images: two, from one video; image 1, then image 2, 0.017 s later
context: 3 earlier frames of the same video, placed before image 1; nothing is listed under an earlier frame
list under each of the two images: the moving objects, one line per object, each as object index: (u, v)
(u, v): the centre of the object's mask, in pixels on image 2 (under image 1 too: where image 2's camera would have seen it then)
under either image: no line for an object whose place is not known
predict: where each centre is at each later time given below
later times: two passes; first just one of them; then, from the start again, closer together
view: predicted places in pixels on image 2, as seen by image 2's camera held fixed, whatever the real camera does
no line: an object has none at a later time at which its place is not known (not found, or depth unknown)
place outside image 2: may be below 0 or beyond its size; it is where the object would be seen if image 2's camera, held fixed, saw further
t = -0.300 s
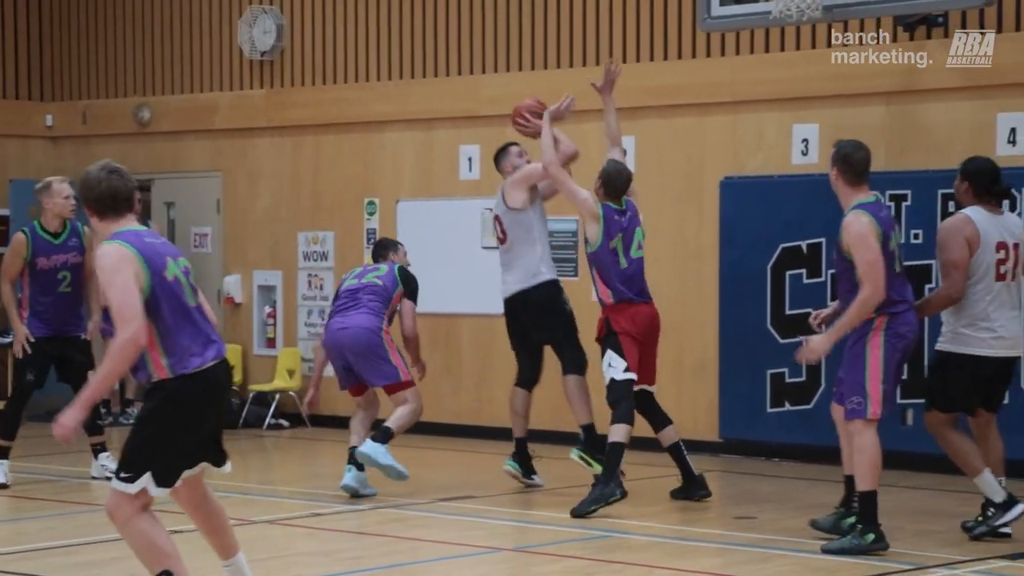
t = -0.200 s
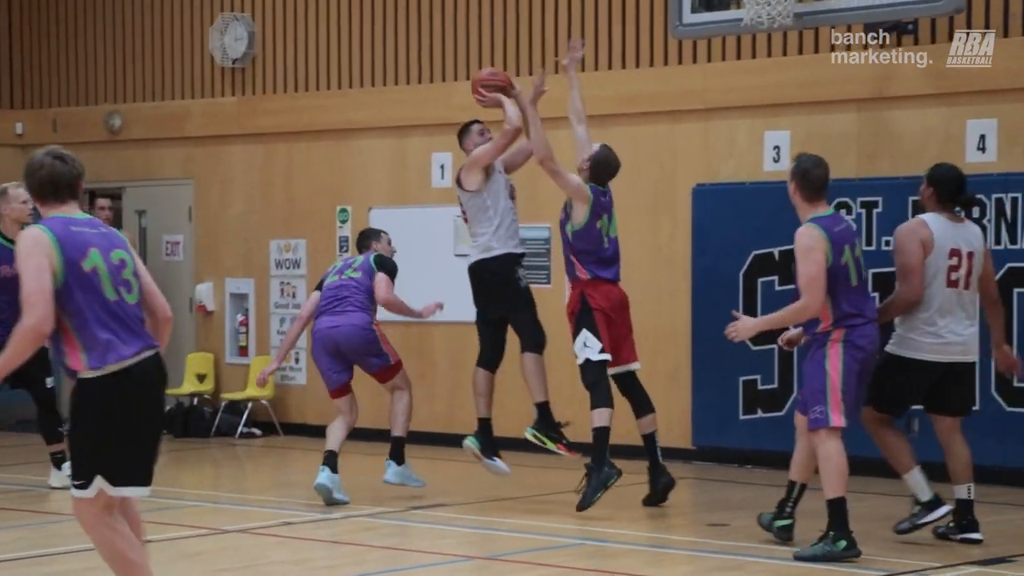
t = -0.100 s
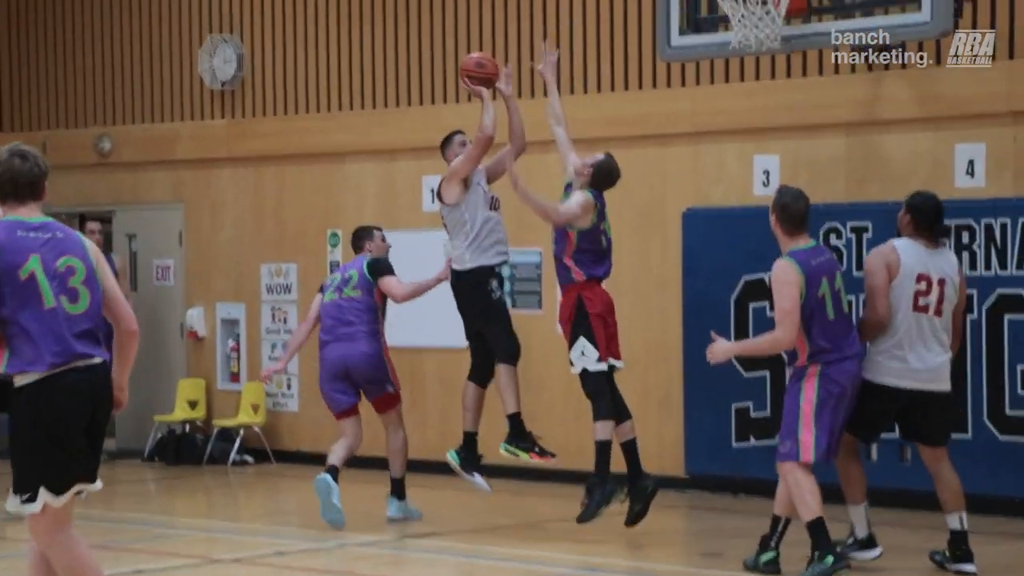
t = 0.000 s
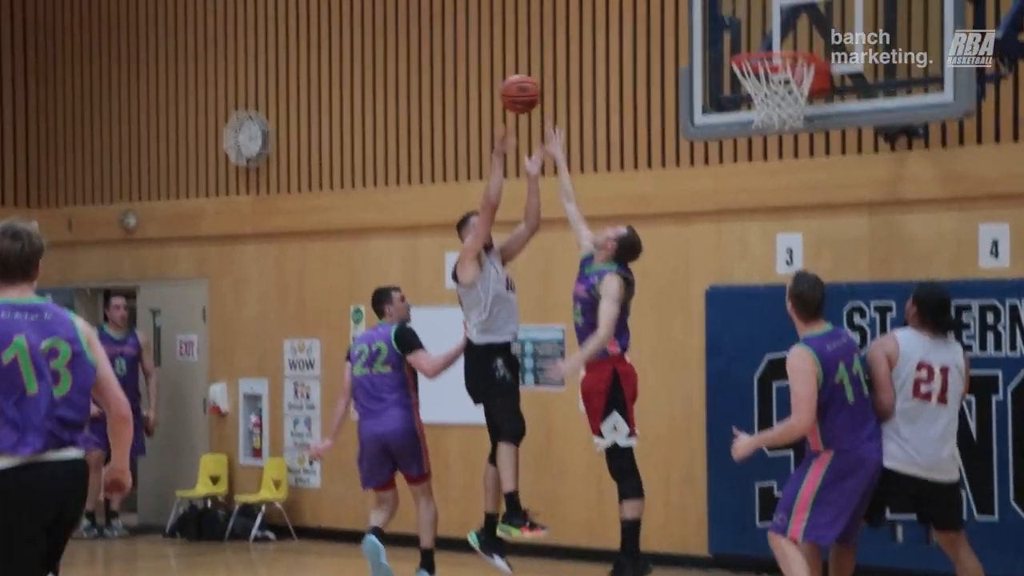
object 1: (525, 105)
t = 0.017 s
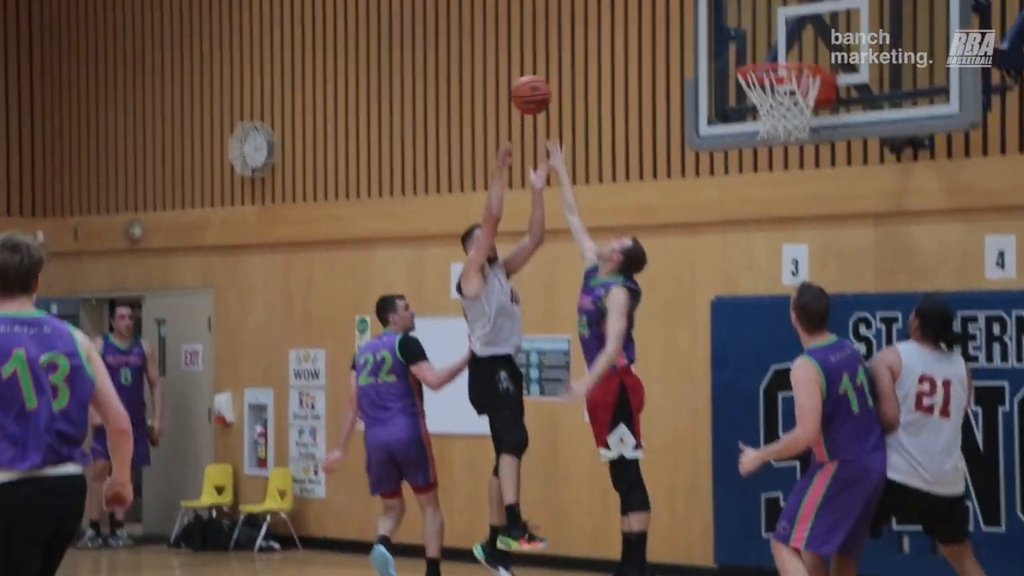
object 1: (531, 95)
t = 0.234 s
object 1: (610, 7)
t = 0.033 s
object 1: (538, 84)
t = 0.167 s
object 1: (586, 27)
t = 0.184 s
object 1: (593, 21)
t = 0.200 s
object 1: (598, 17)
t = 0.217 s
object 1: (604, 12)
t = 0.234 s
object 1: (610, 7)
